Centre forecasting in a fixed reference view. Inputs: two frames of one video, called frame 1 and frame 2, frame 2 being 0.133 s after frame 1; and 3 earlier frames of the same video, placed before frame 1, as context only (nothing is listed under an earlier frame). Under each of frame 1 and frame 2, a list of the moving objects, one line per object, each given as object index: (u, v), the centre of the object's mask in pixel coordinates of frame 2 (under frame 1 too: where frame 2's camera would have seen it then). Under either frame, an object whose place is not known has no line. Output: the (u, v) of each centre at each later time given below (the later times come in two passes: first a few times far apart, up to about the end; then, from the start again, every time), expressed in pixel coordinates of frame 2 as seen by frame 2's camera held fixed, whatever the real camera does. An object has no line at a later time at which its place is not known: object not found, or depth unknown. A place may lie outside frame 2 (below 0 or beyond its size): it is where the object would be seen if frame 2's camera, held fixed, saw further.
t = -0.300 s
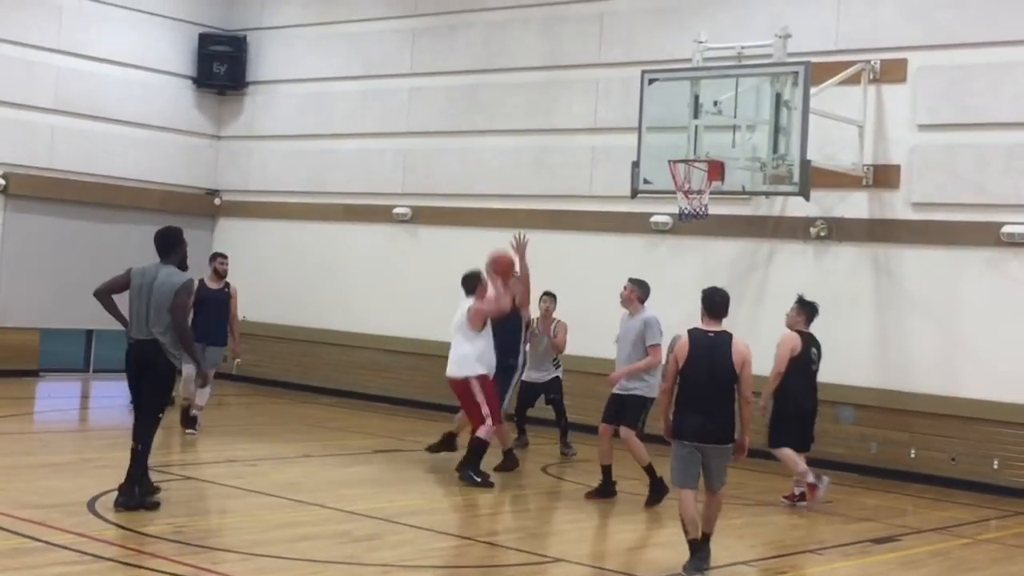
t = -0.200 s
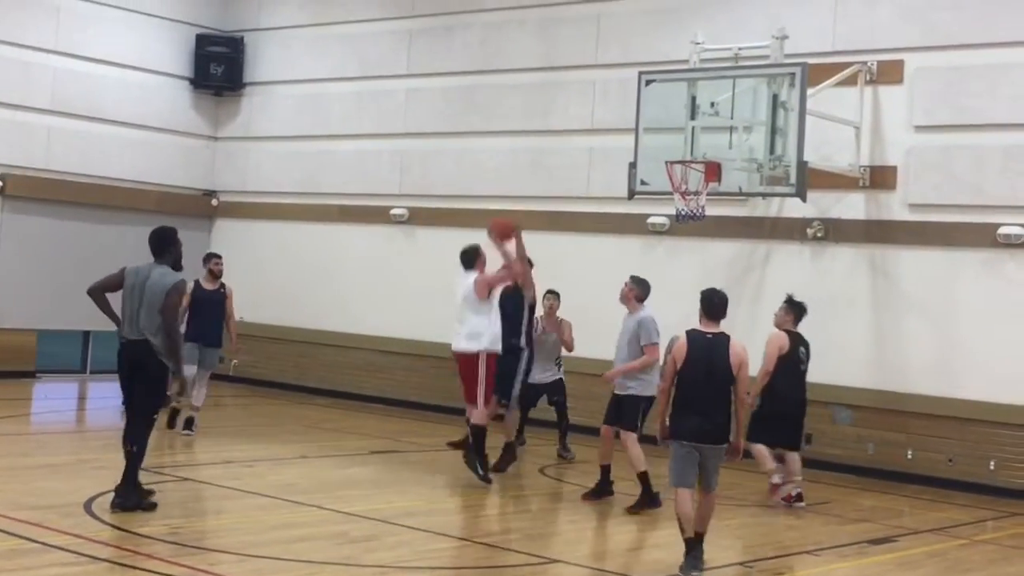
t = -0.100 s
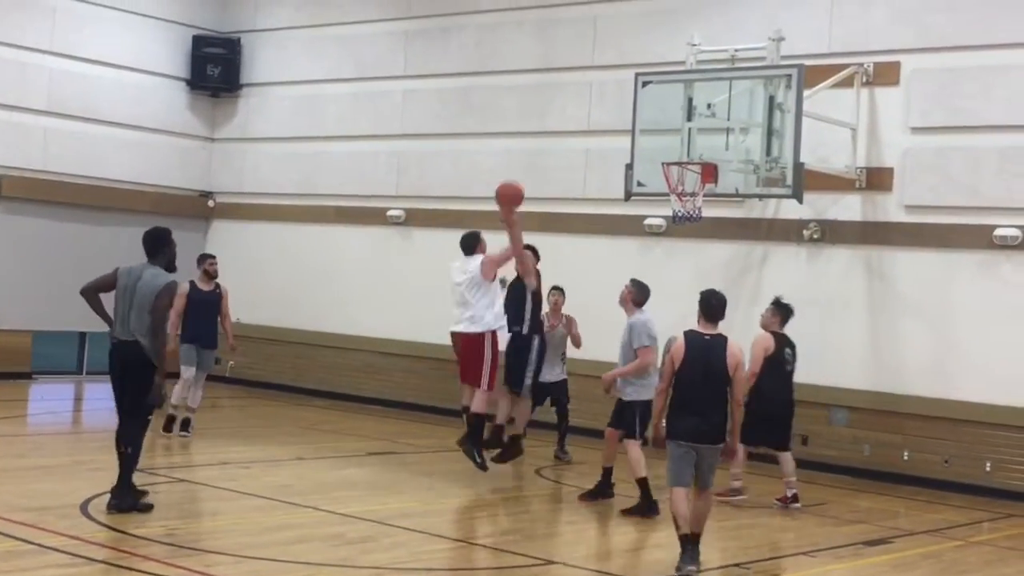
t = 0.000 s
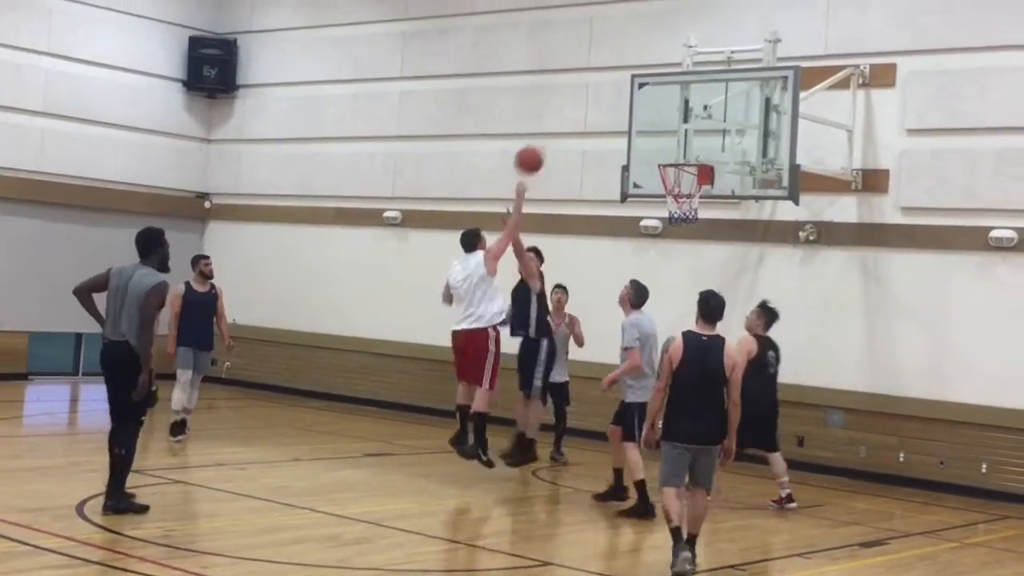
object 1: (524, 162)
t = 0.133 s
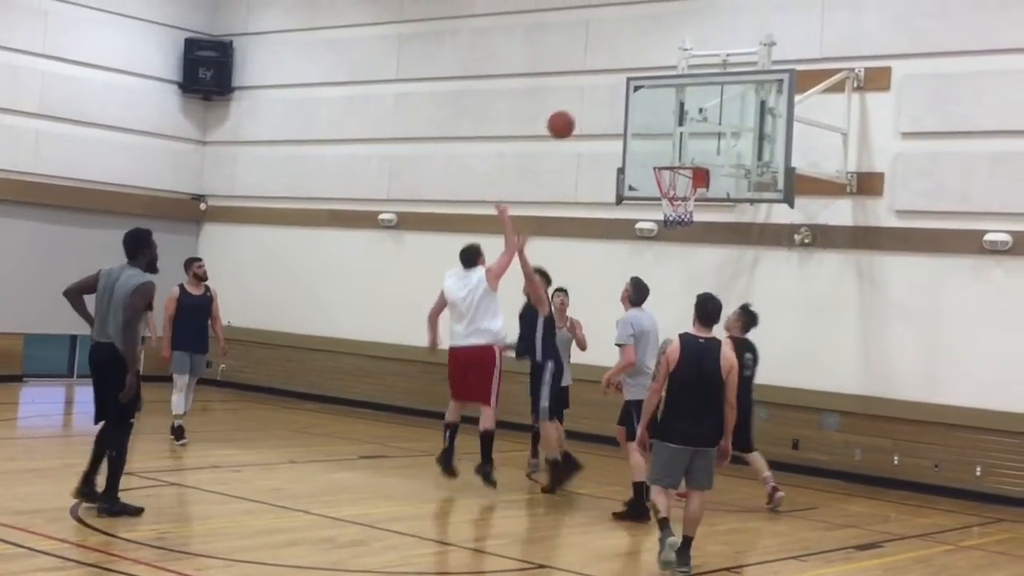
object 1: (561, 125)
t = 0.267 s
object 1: (594, 107)
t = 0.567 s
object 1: (658, 139)
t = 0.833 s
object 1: (683, 204)
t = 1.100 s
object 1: (638, 245)
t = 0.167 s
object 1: (569, 118)
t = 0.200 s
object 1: (578, 113)
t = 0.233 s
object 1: (586, 110)
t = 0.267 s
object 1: (594, 107)
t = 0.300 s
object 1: (602, 106)
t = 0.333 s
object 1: (609, 106)
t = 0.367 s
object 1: (617, 107)
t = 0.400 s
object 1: (624, 110)
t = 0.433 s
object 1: (631, 114)
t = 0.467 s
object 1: (638, 118)
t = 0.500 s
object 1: (645, 124)
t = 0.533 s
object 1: (651, 131)
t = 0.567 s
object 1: (658, 139)
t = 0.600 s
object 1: (664, 148)
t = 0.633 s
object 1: (670, 159)
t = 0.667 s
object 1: (675, 171)
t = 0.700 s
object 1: (681, 183)
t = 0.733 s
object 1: (683, 194)
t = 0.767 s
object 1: (691, 208)
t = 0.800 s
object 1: (693, 205)
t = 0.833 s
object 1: (683, 204)
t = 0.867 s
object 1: (678, 204)
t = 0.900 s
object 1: (671, 207)
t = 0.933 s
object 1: (667, 211)
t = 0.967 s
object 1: (661, 214)
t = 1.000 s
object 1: (655, 220)
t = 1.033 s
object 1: (649, 227)
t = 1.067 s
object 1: (645, 236)
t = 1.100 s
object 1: (638, 245)
